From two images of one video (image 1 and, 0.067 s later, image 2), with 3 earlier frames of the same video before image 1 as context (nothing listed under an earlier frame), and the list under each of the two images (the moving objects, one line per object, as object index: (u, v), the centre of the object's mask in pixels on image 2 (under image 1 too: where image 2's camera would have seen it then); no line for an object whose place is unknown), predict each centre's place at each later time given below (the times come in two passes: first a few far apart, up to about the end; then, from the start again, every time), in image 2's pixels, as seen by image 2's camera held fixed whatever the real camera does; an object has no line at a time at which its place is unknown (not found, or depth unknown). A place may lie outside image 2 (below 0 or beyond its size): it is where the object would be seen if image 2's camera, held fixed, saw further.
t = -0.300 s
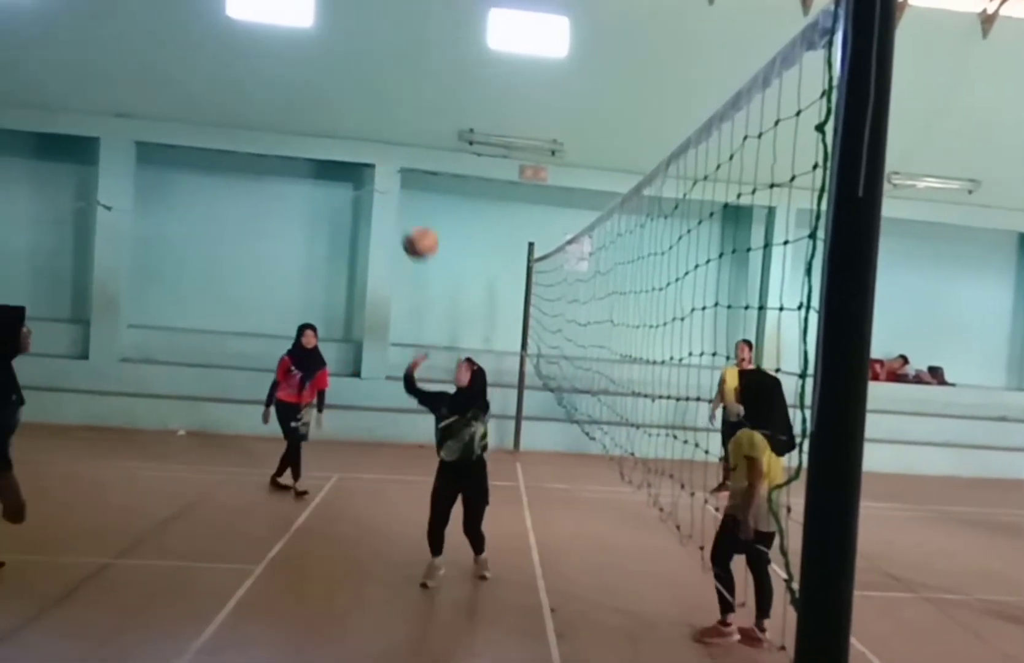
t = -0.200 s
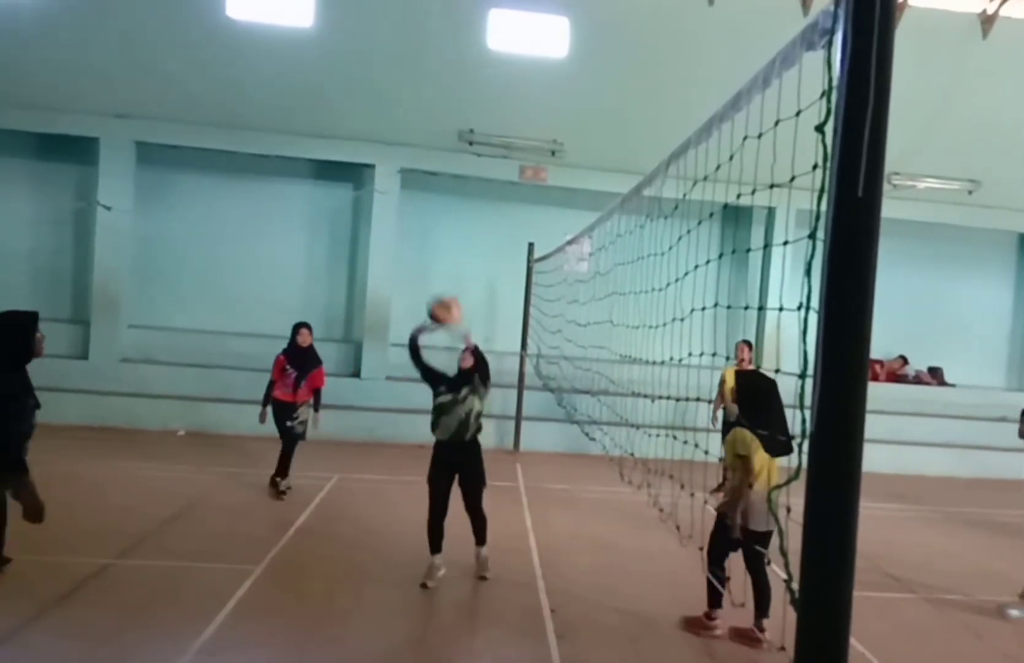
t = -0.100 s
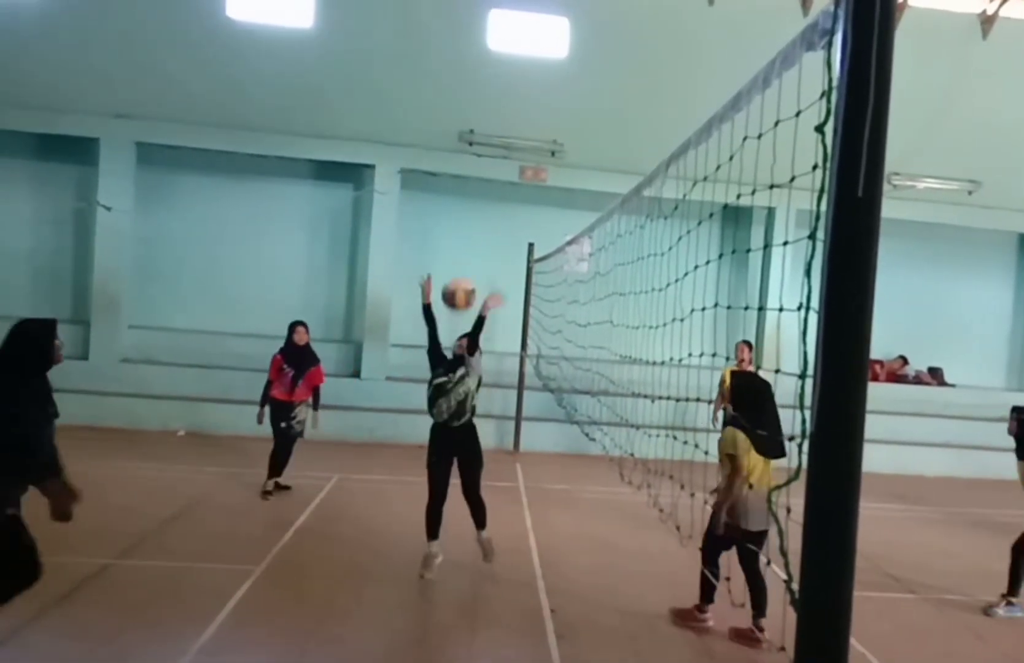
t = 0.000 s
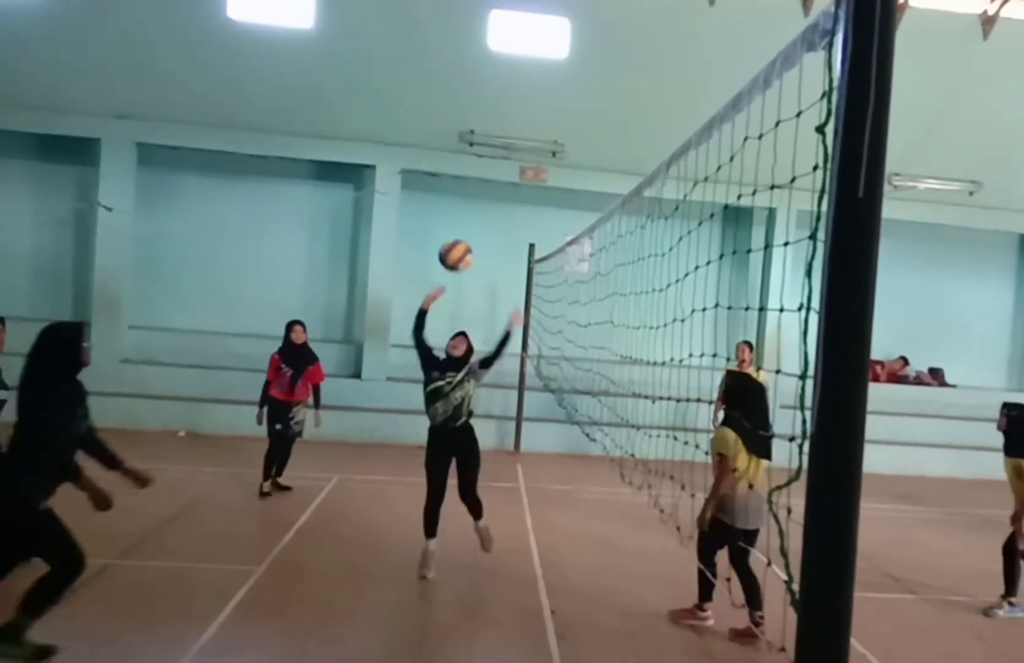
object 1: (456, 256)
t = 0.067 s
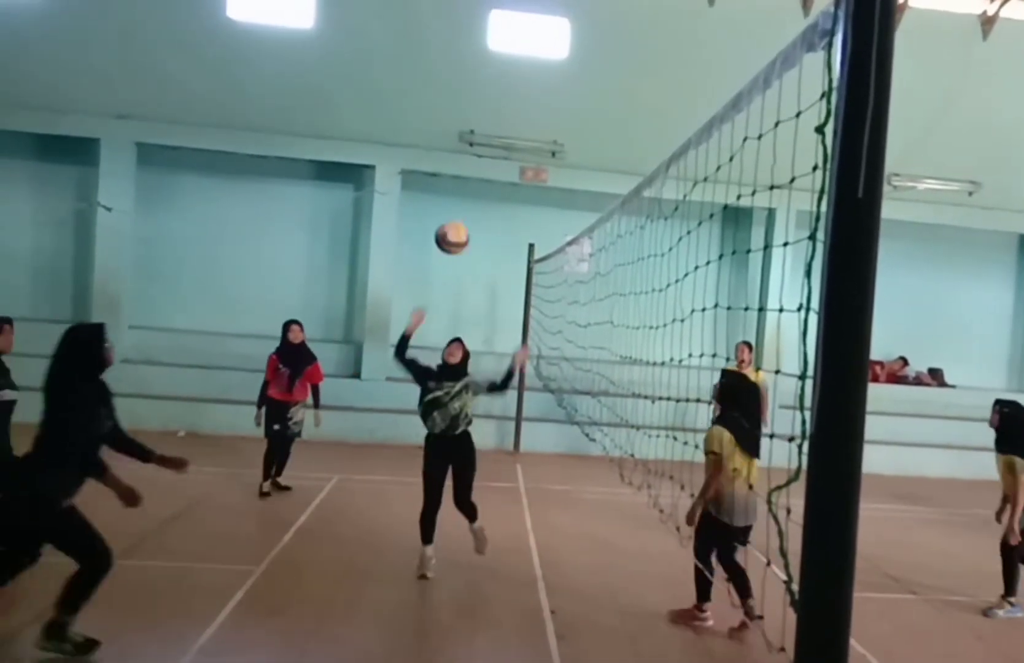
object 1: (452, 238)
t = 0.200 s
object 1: (444, 224)
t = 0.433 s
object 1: (428, 268)
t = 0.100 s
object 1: (450, 232)
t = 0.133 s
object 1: (449, 227)
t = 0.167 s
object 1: (447, 224)
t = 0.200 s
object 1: (444, 224)
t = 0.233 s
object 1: (443, 224)
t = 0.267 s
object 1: (441, 228)
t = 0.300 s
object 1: (438, 233)
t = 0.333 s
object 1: (435, 238)
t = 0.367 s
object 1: (433, 246)
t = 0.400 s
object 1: (430, 256)
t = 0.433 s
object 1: (428, 268)
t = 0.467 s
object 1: (425, 281)
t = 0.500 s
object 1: (421, 296)
